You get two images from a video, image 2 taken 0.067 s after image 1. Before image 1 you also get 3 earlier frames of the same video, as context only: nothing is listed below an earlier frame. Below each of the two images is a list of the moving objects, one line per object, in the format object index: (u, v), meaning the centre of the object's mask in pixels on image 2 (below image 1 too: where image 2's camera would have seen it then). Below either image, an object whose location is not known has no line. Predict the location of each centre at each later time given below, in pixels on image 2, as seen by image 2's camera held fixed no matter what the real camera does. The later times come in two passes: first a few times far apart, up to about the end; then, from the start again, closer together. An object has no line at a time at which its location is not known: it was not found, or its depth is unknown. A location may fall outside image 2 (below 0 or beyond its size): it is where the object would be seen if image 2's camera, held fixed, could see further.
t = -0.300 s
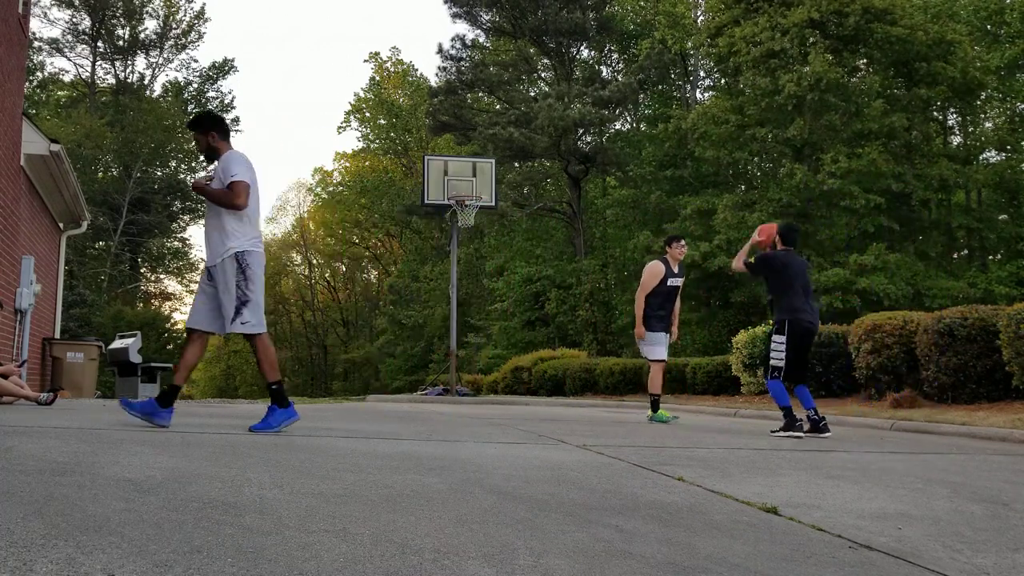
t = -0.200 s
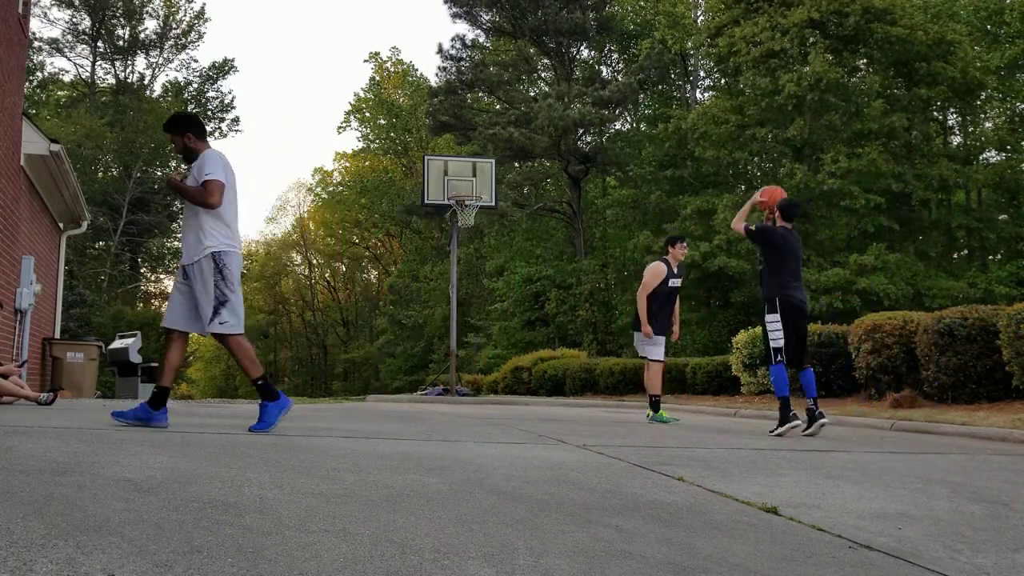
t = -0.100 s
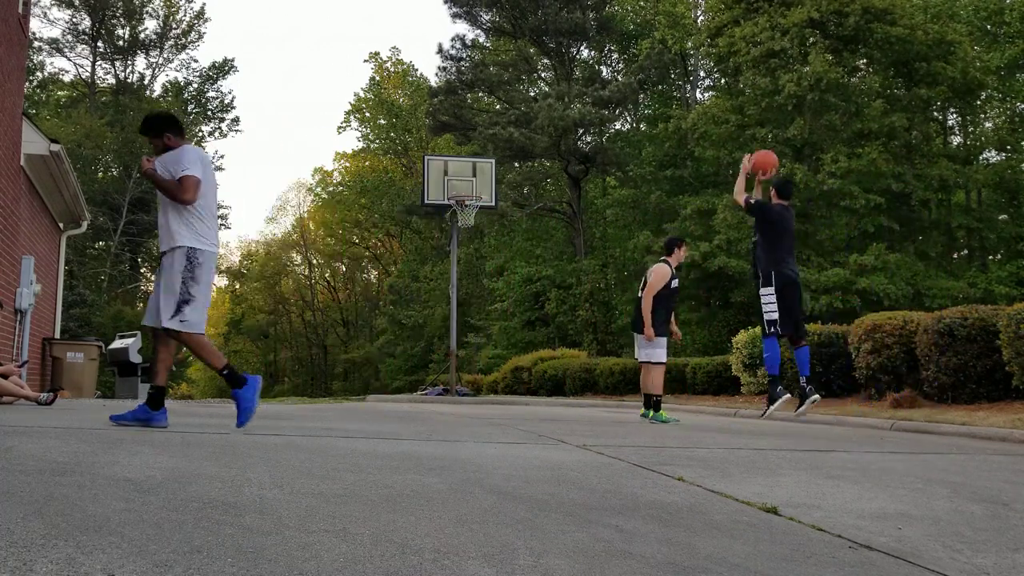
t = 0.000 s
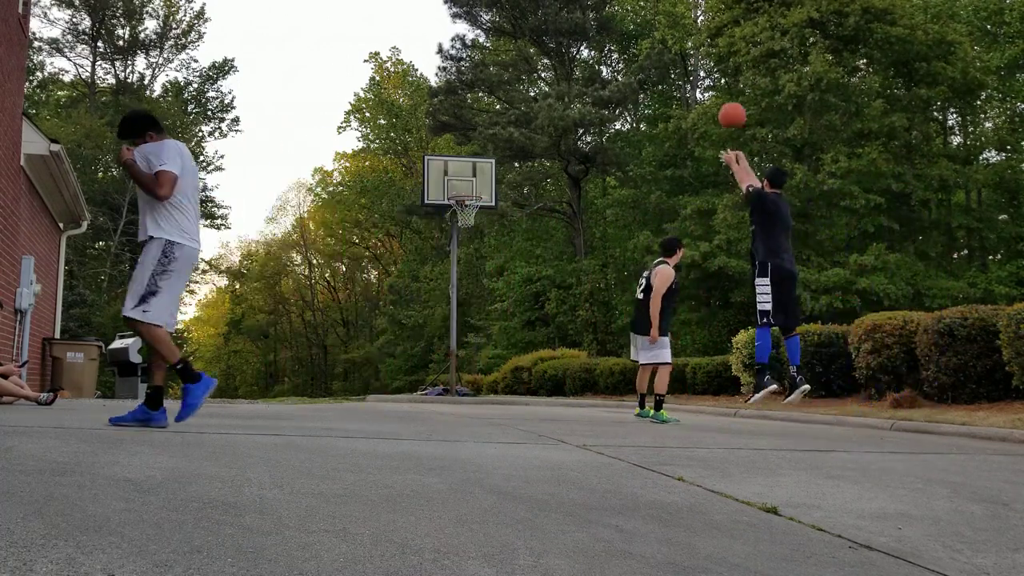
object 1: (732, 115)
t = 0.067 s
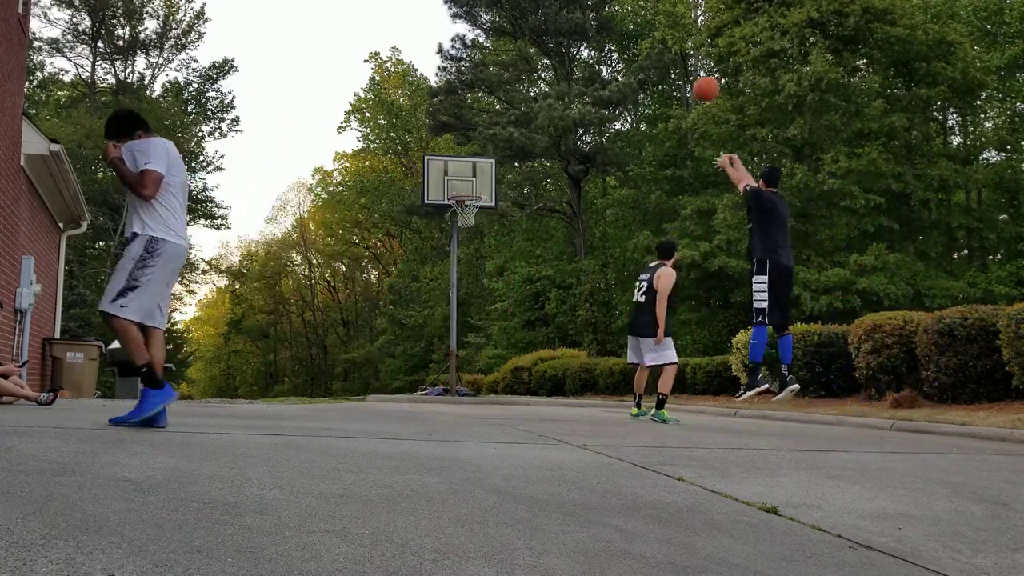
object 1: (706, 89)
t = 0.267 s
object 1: (639, 42)
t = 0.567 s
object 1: (561, 45)
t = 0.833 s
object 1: (508, 102)
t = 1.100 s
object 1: (465, 189)
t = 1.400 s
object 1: (448, 179)
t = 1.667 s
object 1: (438, 198)
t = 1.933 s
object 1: (428, 257)
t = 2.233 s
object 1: (416, 386)
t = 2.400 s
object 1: (416, 343)
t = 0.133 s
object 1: (682, 68)
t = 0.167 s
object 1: (670, 59)
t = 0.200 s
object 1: (659, 53)
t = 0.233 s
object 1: (649, 46)
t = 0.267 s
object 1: (639, 42)
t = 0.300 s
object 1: (629, 39)
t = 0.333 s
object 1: (620, 36)
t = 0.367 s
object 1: (611, 35)
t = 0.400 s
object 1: (602, 34)
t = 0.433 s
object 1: (593, 35)
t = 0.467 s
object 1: (585, 36)
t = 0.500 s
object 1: (577, 39)
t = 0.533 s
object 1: (569, 42)
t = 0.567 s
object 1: (561, 45)
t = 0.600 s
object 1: (554, 50)
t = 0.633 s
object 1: (547, 56)
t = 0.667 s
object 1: (540, 61)
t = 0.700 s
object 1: (533, 68)
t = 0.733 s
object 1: (527, 76)
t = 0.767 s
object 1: (520, 83)
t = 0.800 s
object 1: (514, 93)
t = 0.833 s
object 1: (508, 102)
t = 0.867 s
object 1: (502, 111)
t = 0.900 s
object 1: (496, 121)
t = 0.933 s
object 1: (490, 132)
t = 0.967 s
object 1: (485, 143)
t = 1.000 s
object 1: (479, 155)
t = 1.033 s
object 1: (474, 168)
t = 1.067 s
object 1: (469, 180)
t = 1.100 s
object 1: (465, 189)
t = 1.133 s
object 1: (463, 185)
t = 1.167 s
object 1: (462, 182)
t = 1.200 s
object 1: (459, 180)
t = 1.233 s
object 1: (457, 177)
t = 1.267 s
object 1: (455, 176)
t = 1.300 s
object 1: (454, 176)
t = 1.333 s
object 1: (453, 176)
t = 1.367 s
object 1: (450, 177)
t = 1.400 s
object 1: (448, 179)
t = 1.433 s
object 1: (446, 181)
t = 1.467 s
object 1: (445, 184)
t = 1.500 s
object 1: (443, 186)
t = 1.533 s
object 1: (442, 187)
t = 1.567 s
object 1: (441, 189)
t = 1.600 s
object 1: (440, 191)
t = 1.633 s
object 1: (439, 194)
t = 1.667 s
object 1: (438, 198)
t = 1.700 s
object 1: (437, 203)
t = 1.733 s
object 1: (436, 208)
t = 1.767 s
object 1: (434, 214)
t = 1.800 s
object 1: (433, 222)
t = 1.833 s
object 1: (432, 229)
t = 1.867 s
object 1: (431, 238)
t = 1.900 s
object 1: (430, 247)
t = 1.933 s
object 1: (428, 257)
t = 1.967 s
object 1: (427, 268)
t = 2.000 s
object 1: (426, 280)
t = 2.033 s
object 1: (424, 292)
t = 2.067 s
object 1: (423, 305)
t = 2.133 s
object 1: (420, 335)
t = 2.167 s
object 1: (419, 351)
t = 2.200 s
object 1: (418, 368)
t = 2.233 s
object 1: (416, 386)
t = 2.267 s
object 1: (415, 392)
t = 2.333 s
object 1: (416, 366)
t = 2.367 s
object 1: (416, 354)
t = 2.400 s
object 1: (416, 343)
